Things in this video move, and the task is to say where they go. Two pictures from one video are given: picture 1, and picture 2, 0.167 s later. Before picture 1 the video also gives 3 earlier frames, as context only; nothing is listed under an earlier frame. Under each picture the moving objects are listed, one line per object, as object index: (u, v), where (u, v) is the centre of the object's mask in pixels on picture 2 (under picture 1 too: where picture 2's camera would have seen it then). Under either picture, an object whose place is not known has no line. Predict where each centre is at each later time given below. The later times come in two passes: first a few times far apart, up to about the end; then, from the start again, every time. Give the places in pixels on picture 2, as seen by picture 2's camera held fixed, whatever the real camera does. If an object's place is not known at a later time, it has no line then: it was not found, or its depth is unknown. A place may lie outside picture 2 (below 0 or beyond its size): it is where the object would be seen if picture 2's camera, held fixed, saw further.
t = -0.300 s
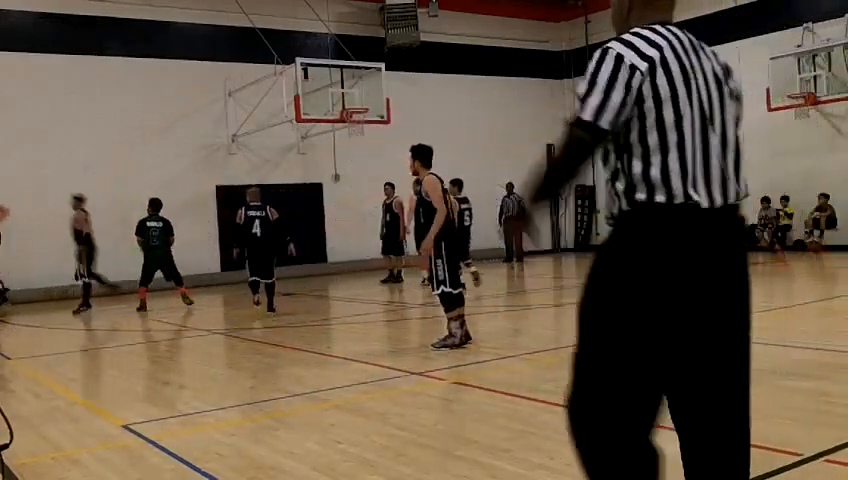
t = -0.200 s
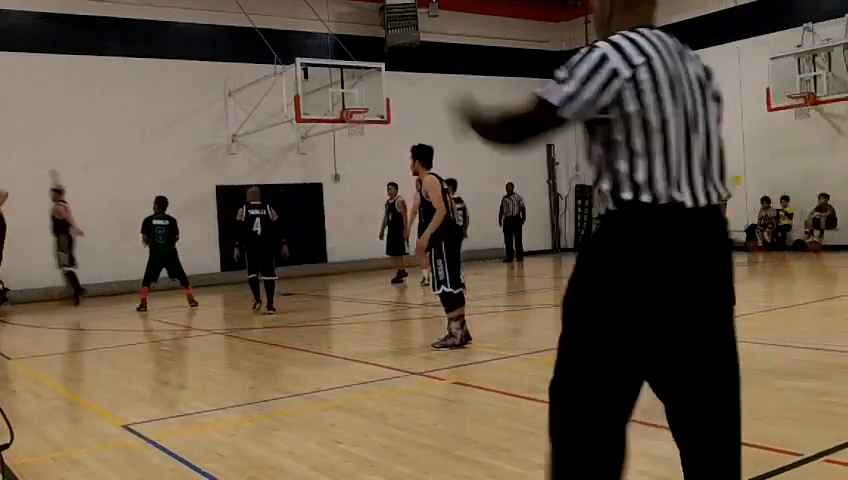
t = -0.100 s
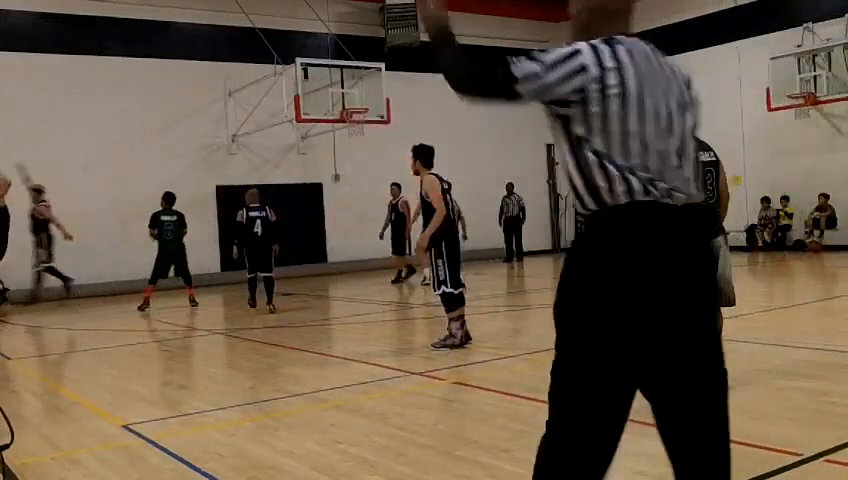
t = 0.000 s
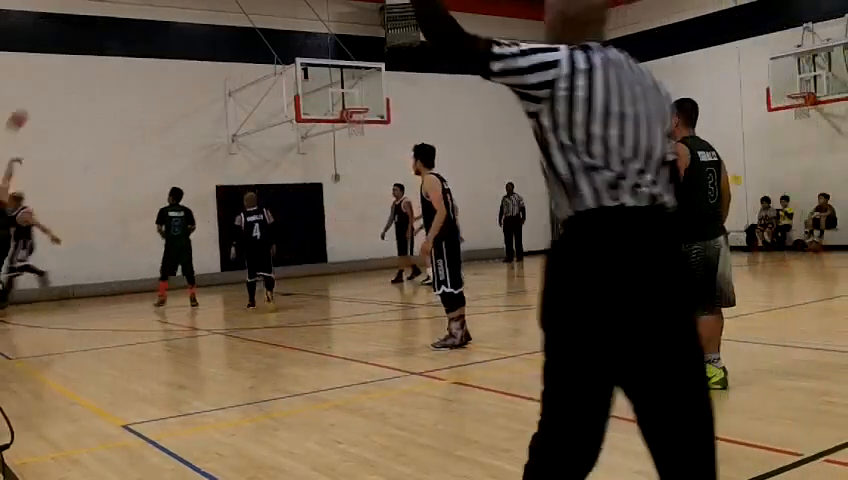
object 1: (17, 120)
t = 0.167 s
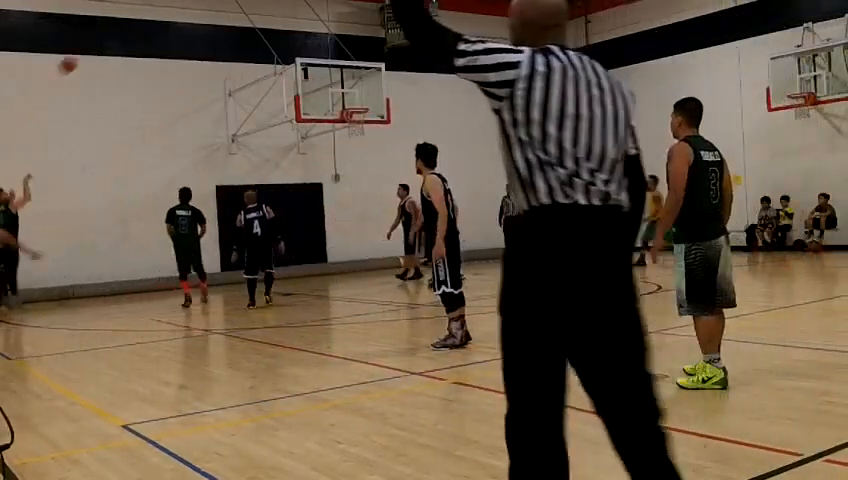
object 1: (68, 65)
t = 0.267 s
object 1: (98, 40)
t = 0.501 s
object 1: (164, 11)
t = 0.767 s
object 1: (236, 18)
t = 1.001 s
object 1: (295, 55)
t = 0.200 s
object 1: (78, 55)
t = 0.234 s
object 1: (88, 47)
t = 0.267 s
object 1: (98, 40)
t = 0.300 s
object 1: (107, 35)
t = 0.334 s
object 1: (116, 29)
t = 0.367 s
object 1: (126, 25)
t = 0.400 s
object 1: (135, 21)
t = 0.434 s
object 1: (144, 18)
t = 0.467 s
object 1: (154, 14)
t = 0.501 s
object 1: (164, 11)
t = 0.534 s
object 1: (173, 10)
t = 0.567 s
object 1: (183, 9)
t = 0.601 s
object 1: (191, 9)
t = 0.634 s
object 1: (200, 9)
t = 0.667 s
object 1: (209, 10)
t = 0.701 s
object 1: (218, 12)
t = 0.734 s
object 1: (227, 14)
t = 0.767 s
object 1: (236, 18)
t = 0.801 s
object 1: (245, 22)
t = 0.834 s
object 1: (254, 24)
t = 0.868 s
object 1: (263, 31)
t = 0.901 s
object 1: (272, 37)
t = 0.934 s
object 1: (278, 40)
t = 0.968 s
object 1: (287, 52)
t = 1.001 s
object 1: (295, 55)
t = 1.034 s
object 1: (300, 57)
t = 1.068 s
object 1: (303, 60)
